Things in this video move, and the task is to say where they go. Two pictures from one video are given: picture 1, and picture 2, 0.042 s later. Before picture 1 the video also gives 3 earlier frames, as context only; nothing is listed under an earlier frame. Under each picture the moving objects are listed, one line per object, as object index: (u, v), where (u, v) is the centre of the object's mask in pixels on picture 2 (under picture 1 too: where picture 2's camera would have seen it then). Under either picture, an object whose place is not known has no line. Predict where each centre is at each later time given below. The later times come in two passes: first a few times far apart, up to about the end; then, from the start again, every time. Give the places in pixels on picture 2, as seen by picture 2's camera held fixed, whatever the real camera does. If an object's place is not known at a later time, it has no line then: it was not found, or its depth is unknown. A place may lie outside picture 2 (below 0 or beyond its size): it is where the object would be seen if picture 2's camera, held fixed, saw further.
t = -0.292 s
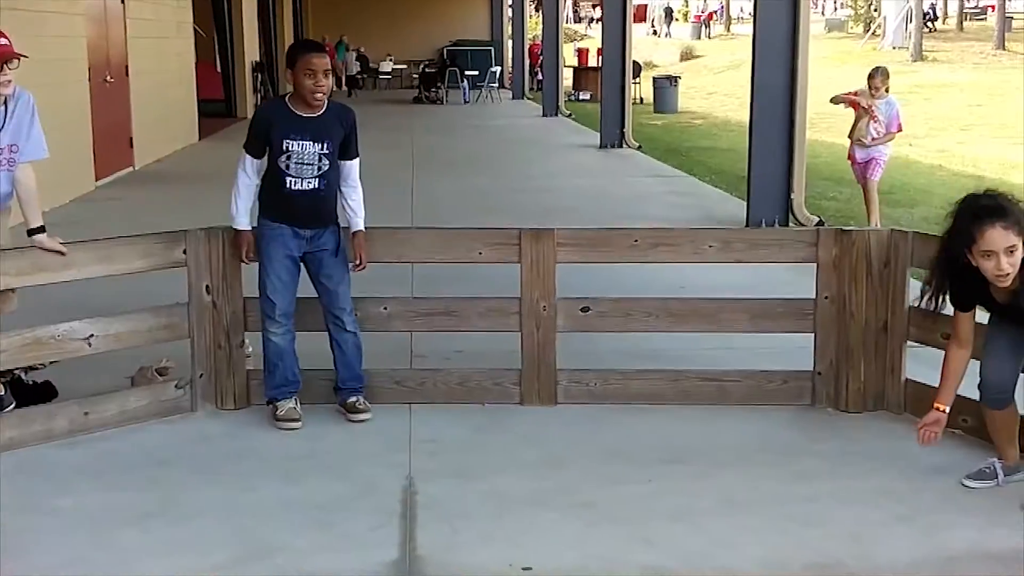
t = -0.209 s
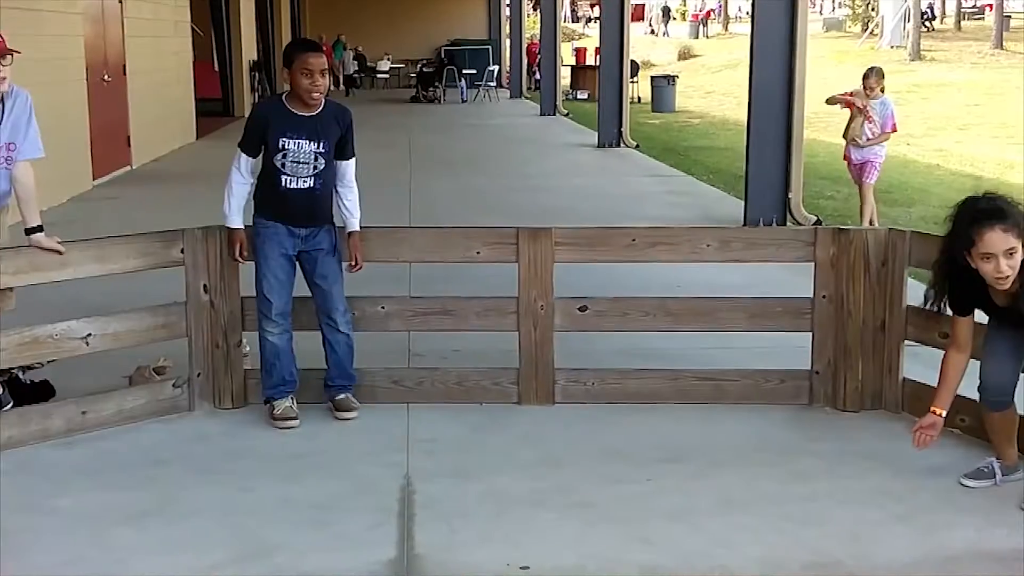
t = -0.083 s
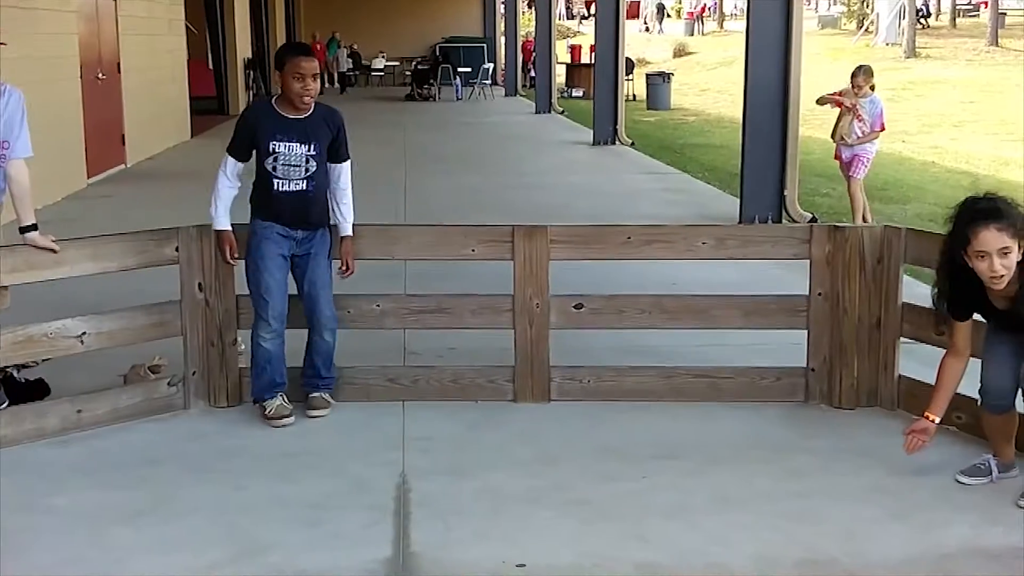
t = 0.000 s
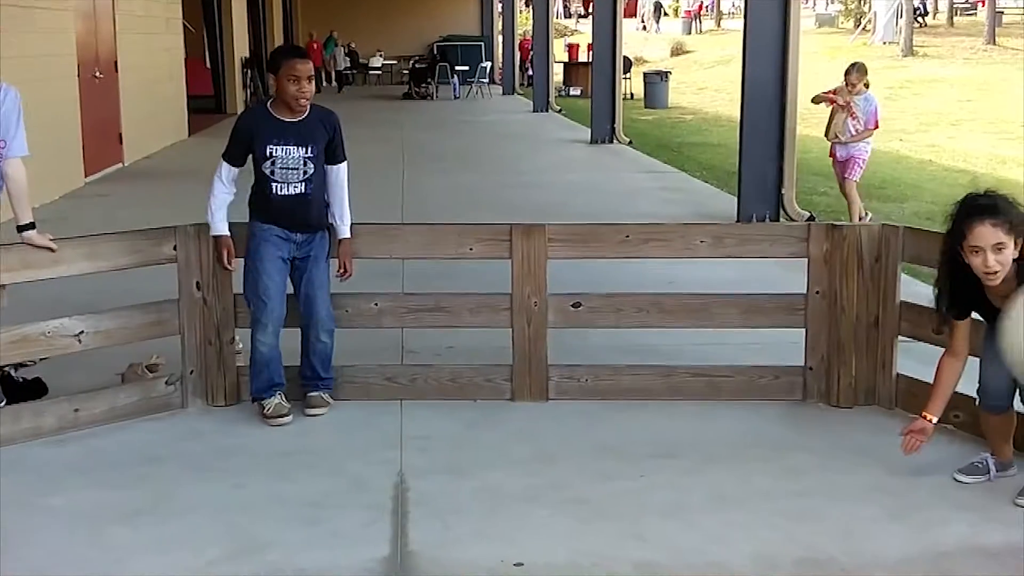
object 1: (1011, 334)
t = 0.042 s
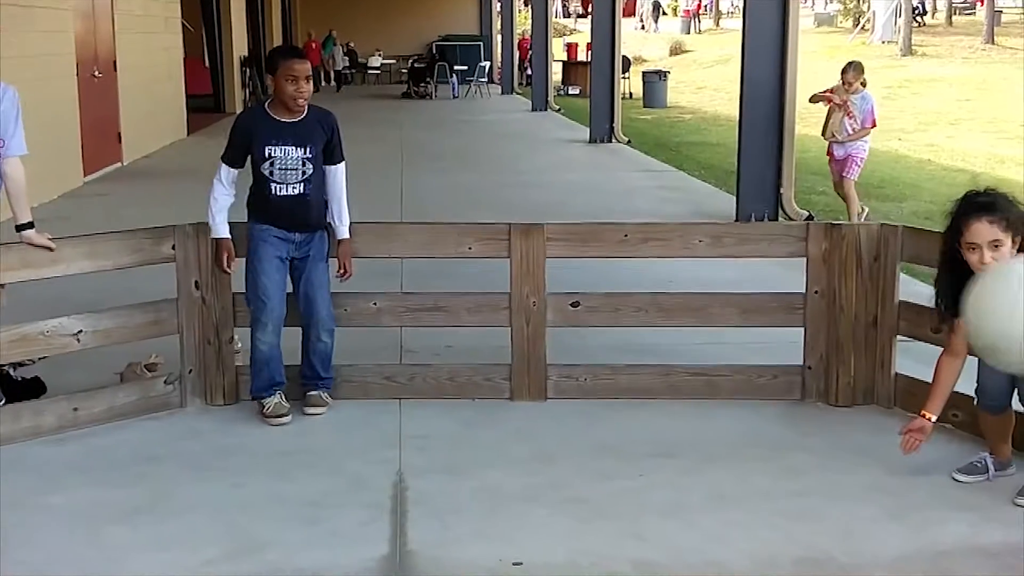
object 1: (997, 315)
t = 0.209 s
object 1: (898, 264)
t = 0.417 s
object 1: (772, 277)
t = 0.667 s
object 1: (667, 345)
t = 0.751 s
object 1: (638, 384)
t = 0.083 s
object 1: (980, 296)
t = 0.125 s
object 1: (957, 282)
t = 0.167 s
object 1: (926, 271)
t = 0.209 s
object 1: (898, 264)
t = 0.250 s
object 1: (872, 260)
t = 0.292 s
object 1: (839, 260)
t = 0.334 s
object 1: (815, 264)
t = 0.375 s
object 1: (793, 269)
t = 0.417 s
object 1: (772, 277)
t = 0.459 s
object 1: (751, 285)
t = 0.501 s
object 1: (732, 295)
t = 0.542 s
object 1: (714, 305)
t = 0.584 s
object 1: (697, 318)
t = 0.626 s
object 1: (682, 331)
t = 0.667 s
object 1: (667, 345)
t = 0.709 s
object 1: (649, 366)
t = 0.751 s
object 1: (638, 384)
